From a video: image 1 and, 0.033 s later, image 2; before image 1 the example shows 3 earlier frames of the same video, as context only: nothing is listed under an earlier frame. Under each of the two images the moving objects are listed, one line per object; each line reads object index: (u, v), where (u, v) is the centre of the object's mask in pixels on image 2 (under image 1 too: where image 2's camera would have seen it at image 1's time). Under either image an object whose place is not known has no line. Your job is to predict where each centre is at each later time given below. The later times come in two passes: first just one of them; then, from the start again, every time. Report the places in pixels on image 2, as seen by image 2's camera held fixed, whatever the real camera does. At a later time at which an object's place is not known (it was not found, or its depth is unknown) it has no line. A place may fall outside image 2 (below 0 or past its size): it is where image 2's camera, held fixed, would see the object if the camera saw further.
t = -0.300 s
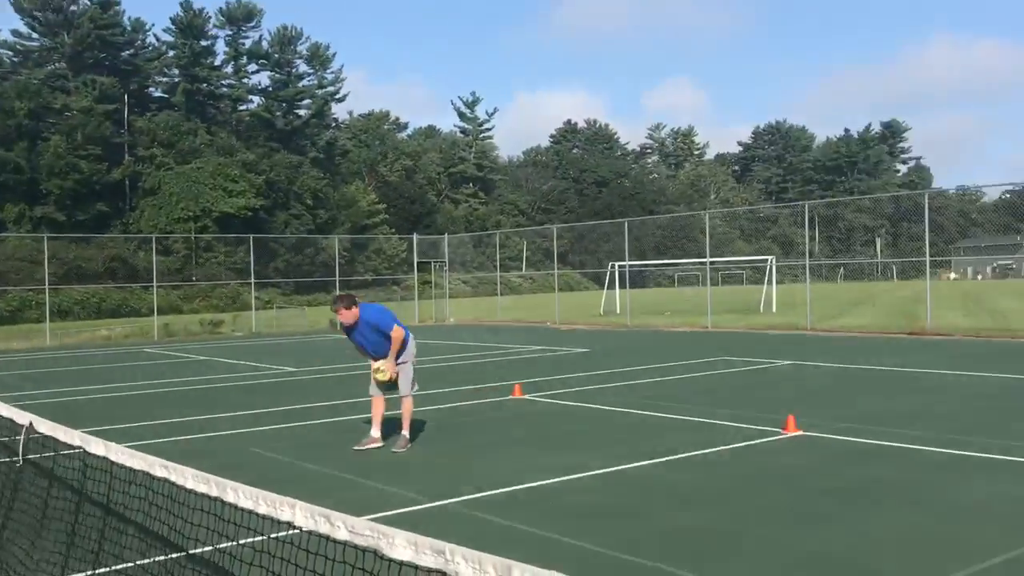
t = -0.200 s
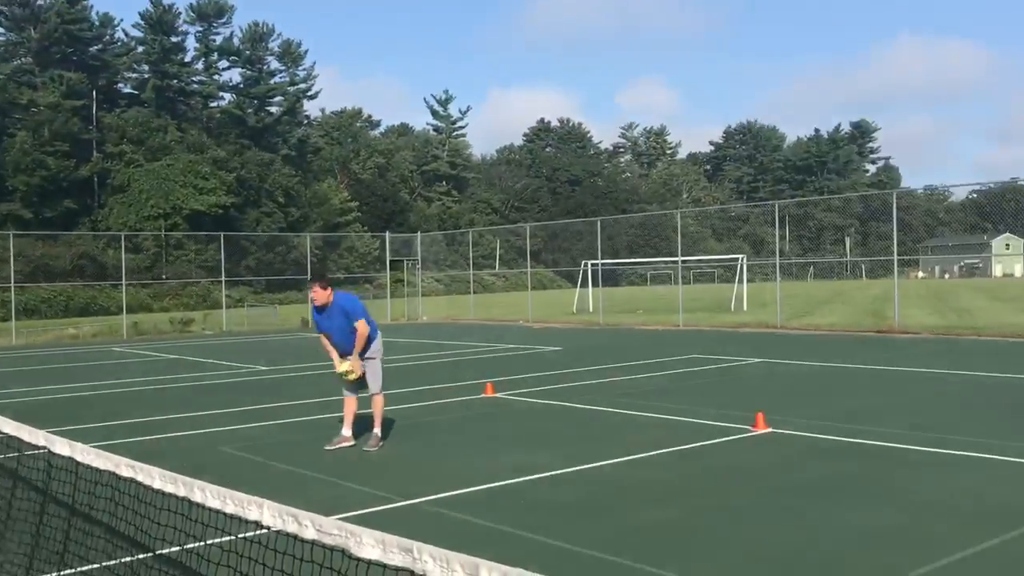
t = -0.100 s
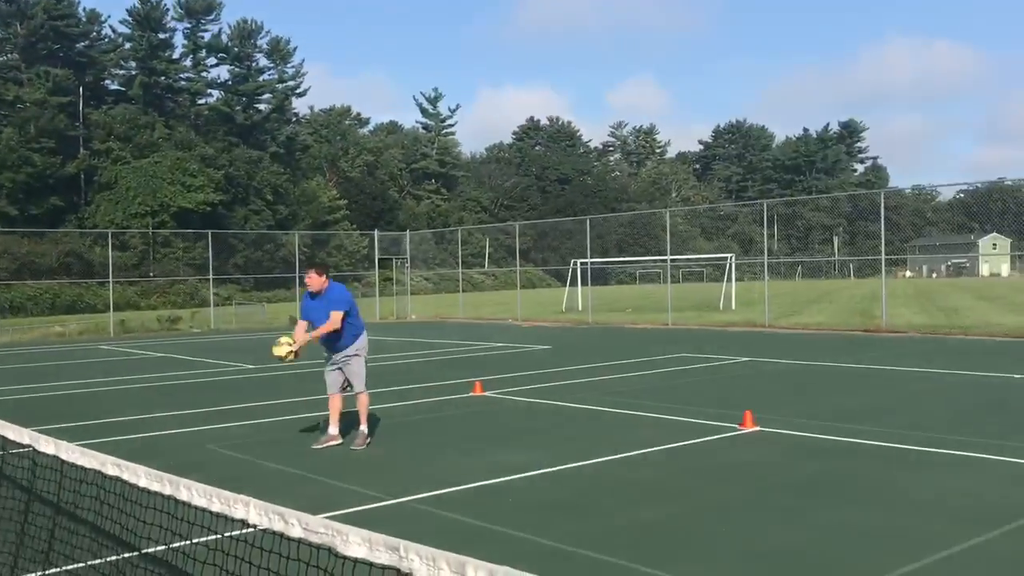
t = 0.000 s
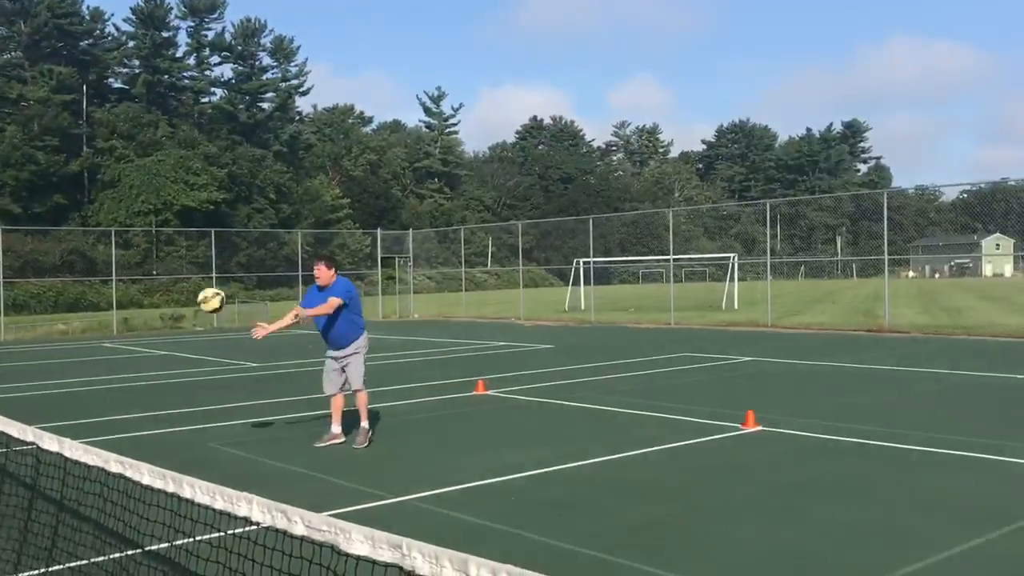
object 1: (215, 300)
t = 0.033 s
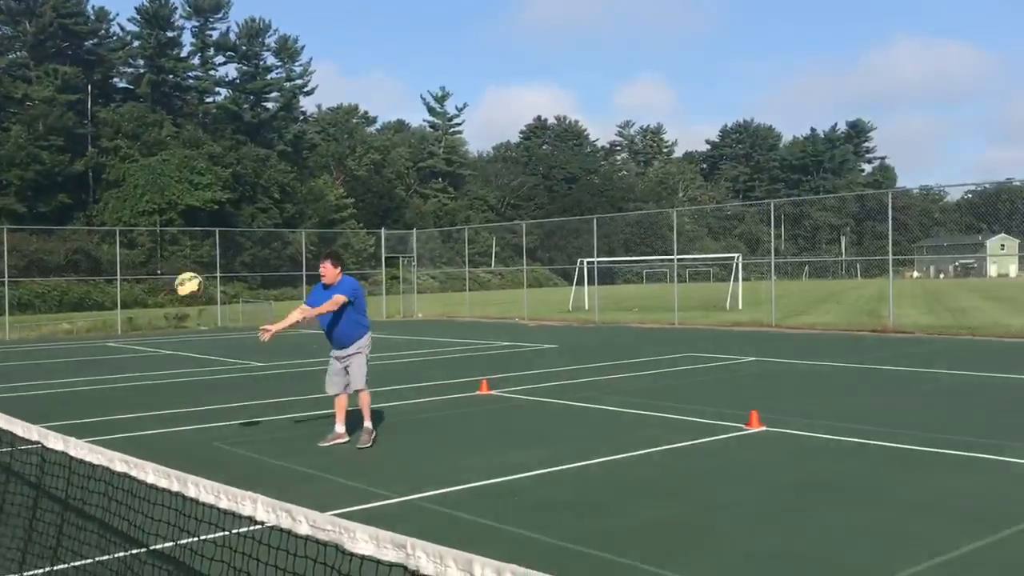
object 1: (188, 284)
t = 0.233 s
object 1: (17, 222)
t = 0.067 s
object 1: (161, 271)
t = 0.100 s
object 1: (133, 259)
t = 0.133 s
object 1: (105, 249)
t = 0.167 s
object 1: (76, 238)
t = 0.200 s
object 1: (46, 229)
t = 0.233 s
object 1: (17, 222)
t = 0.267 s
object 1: (-16, 216)
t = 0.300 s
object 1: (-47, 211)
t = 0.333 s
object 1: (-79, 208)
